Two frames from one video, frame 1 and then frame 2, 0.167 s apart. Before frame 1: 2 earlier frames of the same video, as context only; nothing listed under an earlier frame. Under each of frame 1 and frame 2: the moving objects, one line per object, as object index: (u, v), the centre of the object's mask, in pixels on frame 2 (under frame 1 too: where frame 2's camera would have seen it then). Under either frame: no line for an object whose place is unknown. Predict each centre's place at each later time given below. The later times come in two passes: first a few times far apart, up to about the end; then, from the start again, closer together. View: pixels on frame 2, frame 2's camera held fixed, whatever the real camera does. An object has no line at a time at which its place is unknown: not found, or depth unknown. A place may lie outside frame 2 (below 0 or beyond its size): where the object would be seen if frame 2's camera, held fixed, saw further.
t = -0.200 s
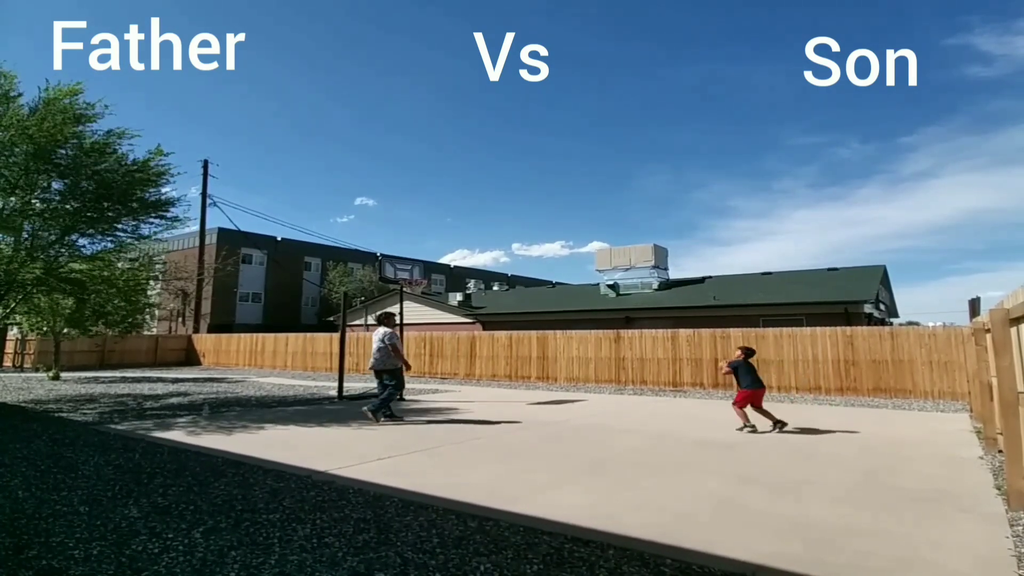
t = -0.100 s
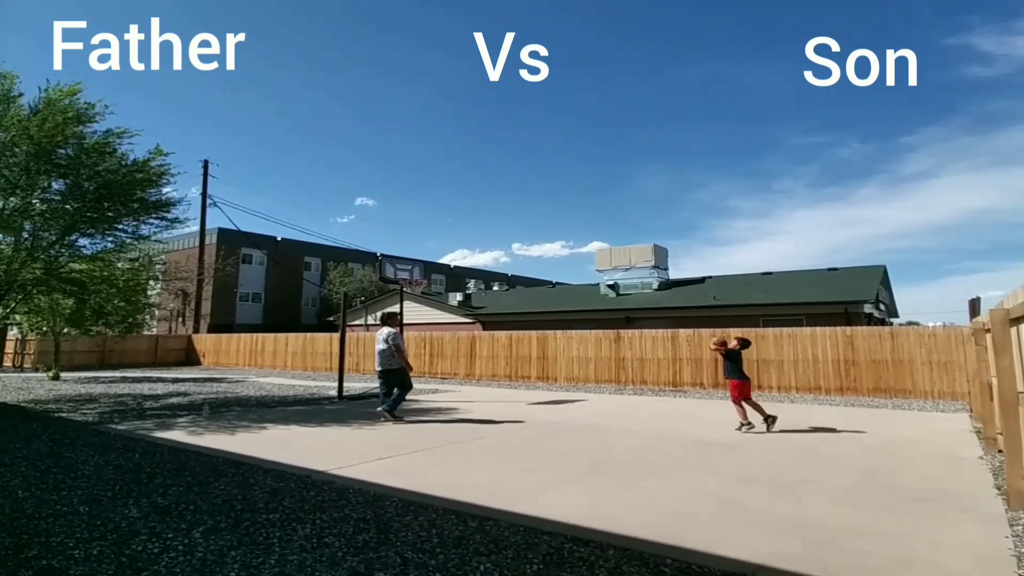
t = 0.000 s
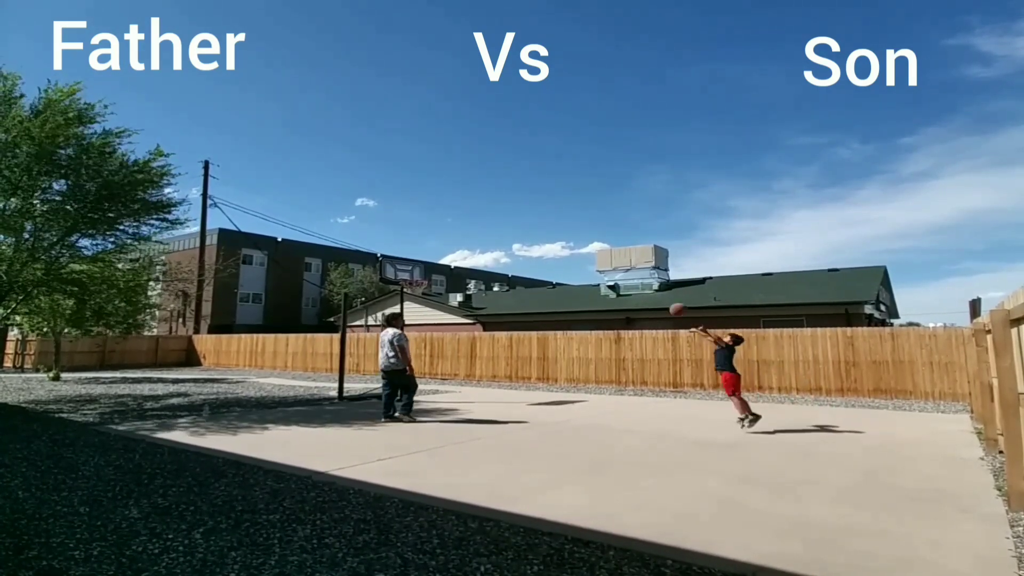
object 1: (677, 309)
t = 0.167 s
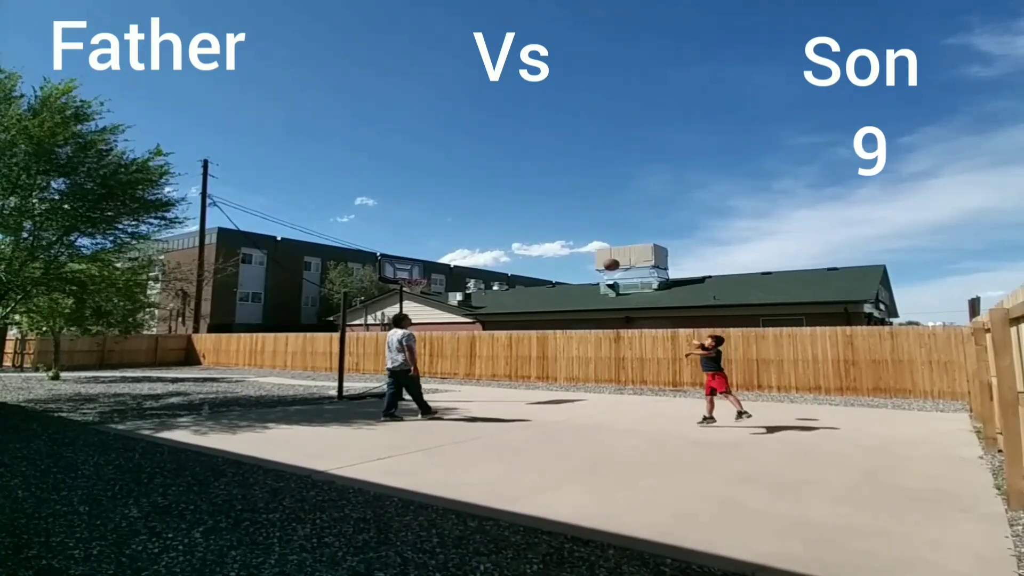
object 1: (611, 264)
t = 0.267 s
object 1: (577, 248)
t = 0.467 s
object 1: (516, 233)
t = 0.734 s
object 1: (447, 241)
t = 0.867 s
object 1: (416, 255)
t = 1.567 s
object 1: (415, 304)
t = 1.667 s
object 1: (417, 319)
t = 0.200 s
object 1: (599, 259)
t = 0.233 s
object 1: (588, 253)
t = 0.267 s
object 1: (577, 248)
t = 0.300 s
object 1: (566, 244)
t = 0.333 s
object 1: (555, 240)
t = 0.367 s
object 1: (544, 238)
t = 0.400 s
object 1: (535, 235)
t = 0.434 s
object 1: (525, 234)
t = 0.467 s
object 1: (516, 233)
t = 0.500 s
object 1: (506, 232)
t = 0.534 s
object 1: (497, 232)
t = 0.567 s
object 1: (488, 232)
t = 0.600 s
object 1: (480, 233)
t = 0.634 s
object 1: (471, 234)
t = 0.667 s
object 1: (463, 236)
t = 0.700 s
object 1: (455, 238)
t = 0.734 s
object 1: (447, 241)
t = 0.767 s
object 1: (439, 244)
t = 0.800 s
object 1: (432, 247)
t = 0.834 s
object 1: (424, 251)
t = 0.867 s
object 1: (416, 255)
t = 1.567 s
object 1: (415, 304)
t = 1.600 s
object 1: (415, 308)
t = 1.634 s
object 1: (416, 313)
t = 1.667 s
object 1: (417, 319)
